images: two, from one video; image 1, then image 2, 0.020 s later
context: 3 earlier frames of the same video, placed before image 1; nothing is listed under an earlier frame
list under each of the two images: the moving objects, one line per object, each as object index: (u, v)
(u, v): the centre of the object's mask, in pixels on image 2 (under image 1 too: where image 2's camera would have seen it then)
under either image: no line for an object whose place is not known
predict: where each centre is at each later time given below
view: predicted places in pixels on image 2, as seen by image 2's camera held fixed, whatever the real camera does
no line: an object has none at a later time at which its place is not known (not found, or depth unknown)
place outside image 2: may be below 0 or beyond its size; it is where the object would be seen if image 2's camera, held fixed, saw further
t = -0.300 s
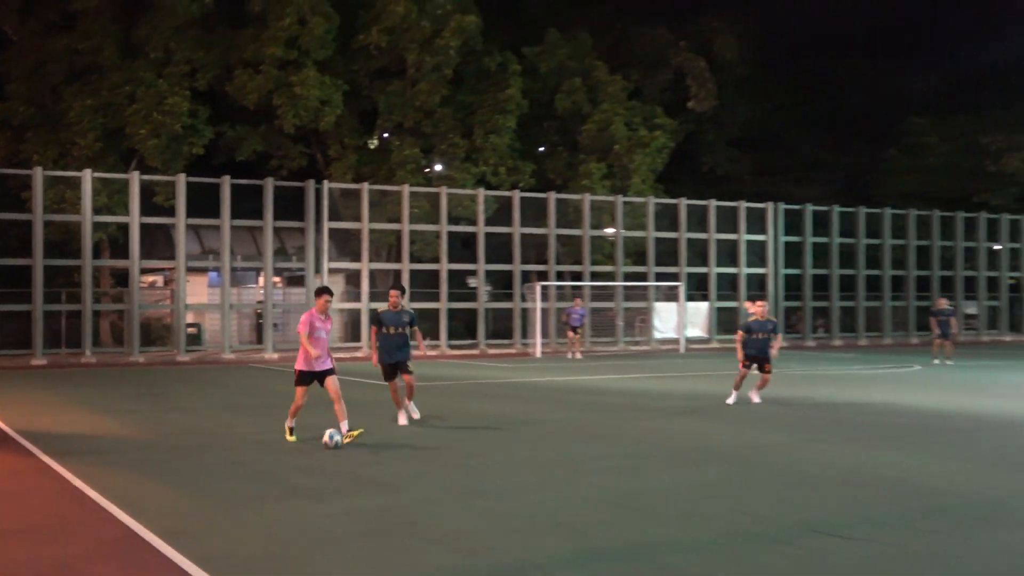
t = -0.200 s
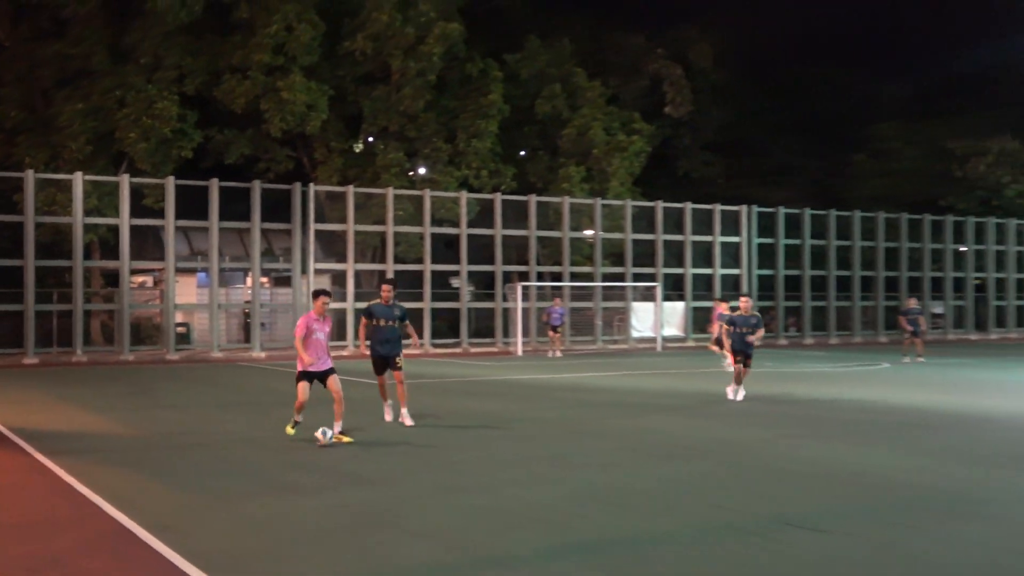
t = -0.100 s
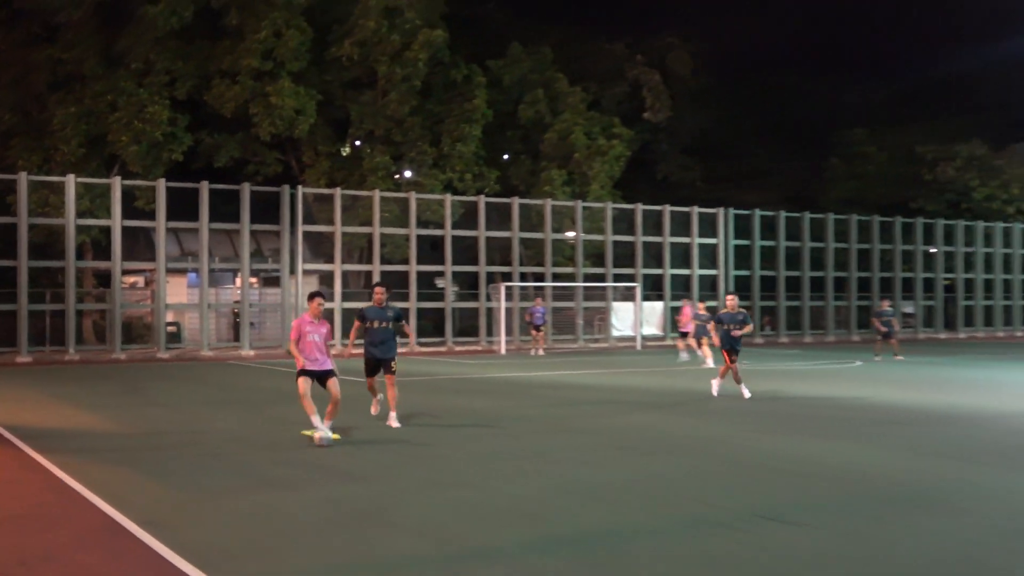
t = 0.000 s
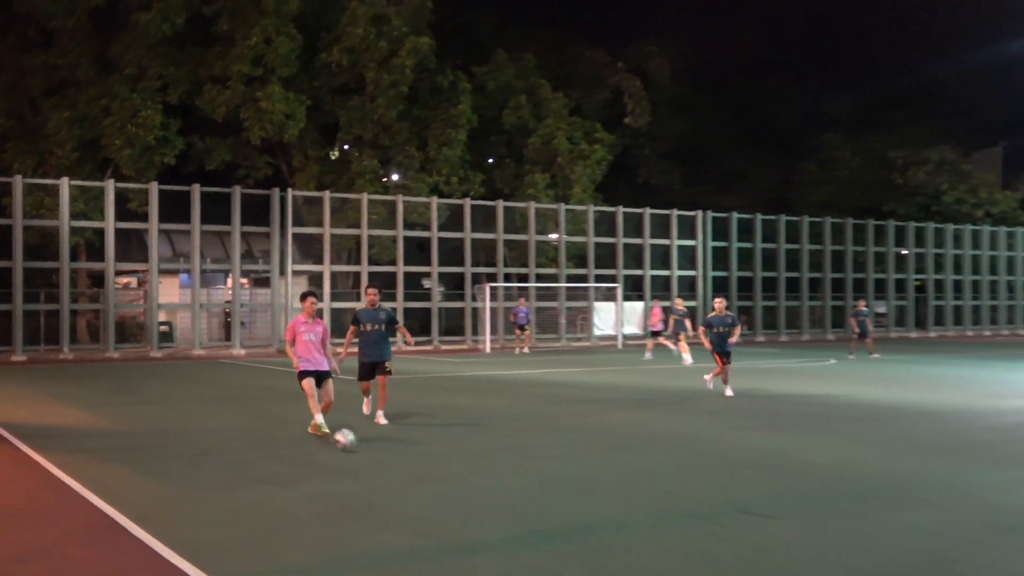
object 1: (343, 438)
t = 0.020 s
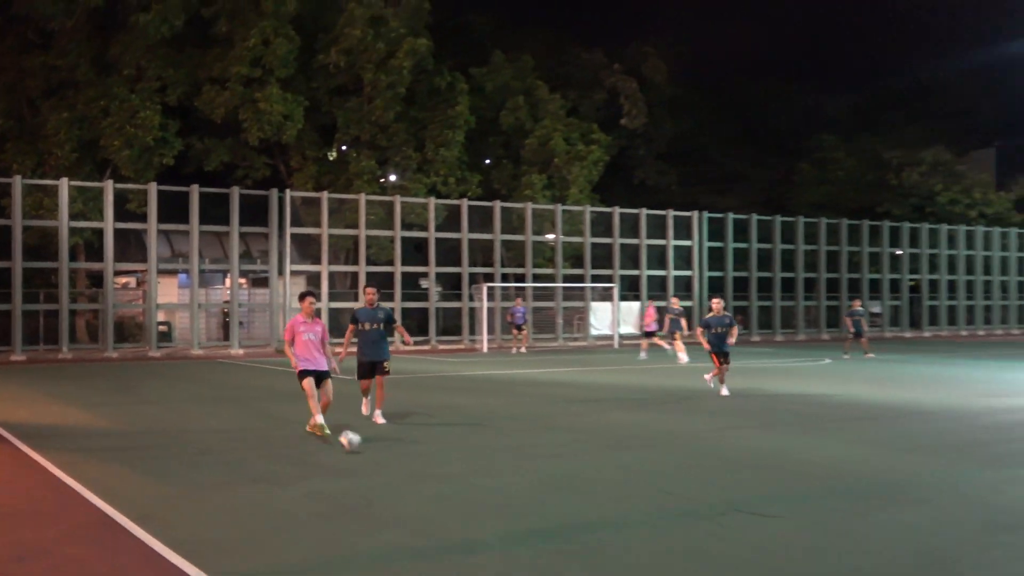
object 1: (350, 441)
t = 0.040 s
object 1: (356, 443)
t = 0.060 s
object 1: (363, 449)
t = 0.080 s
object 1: (370, 448)
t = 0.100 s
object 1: (376, 452)
